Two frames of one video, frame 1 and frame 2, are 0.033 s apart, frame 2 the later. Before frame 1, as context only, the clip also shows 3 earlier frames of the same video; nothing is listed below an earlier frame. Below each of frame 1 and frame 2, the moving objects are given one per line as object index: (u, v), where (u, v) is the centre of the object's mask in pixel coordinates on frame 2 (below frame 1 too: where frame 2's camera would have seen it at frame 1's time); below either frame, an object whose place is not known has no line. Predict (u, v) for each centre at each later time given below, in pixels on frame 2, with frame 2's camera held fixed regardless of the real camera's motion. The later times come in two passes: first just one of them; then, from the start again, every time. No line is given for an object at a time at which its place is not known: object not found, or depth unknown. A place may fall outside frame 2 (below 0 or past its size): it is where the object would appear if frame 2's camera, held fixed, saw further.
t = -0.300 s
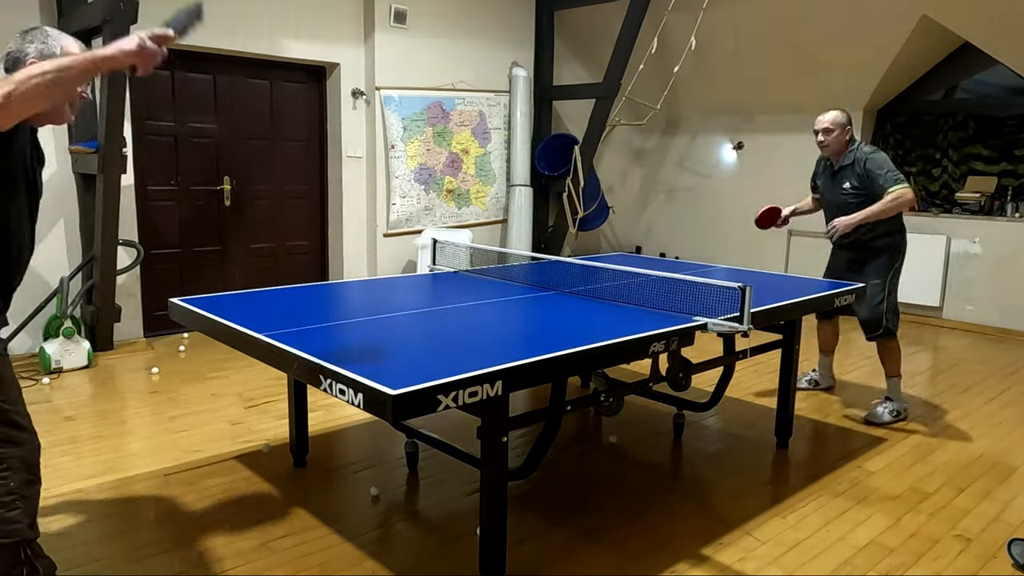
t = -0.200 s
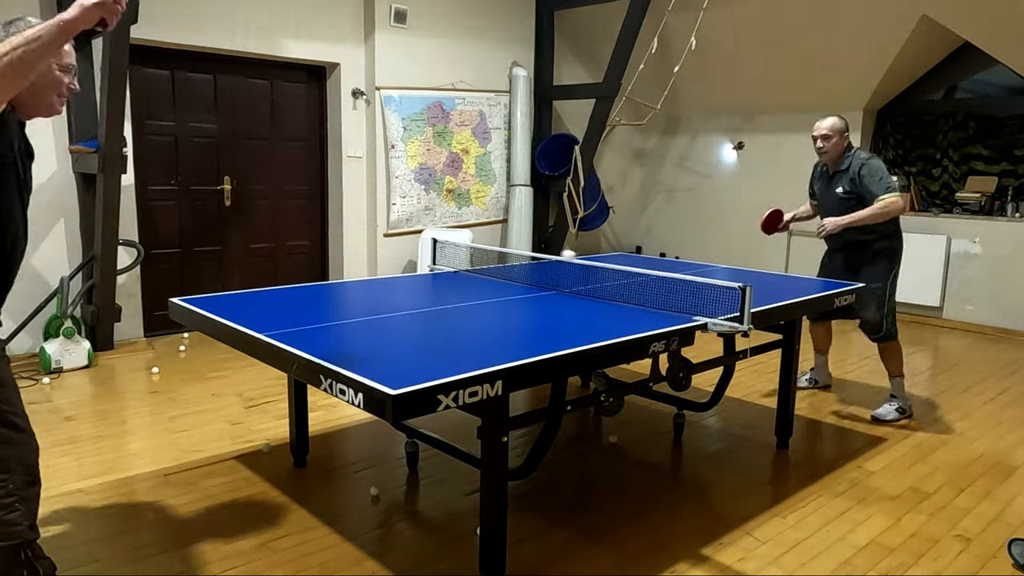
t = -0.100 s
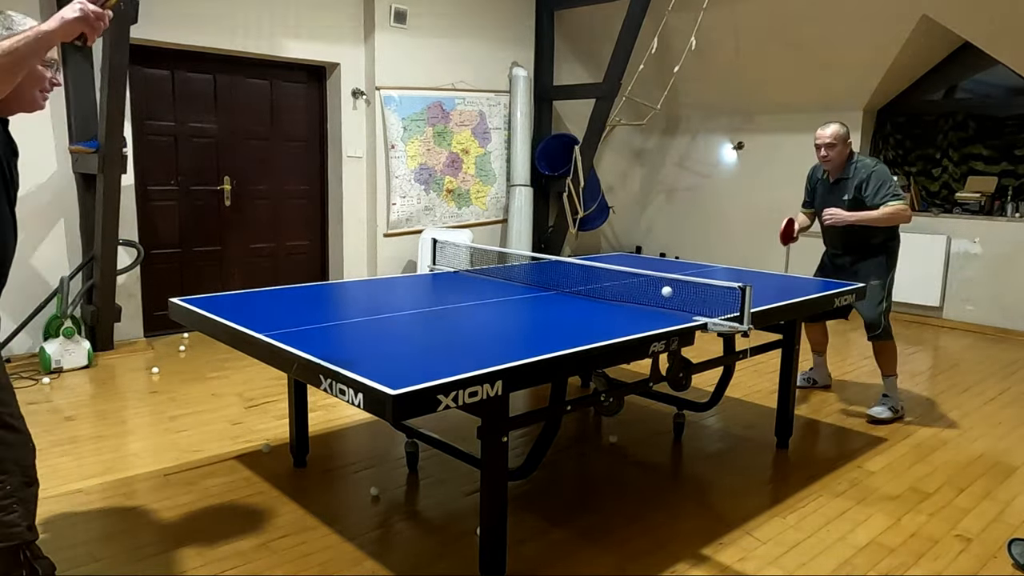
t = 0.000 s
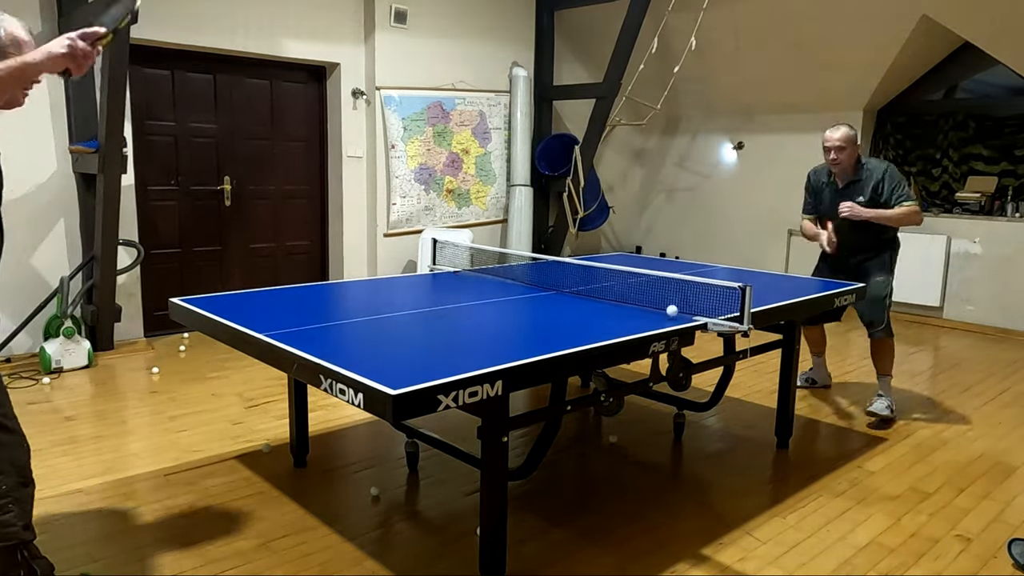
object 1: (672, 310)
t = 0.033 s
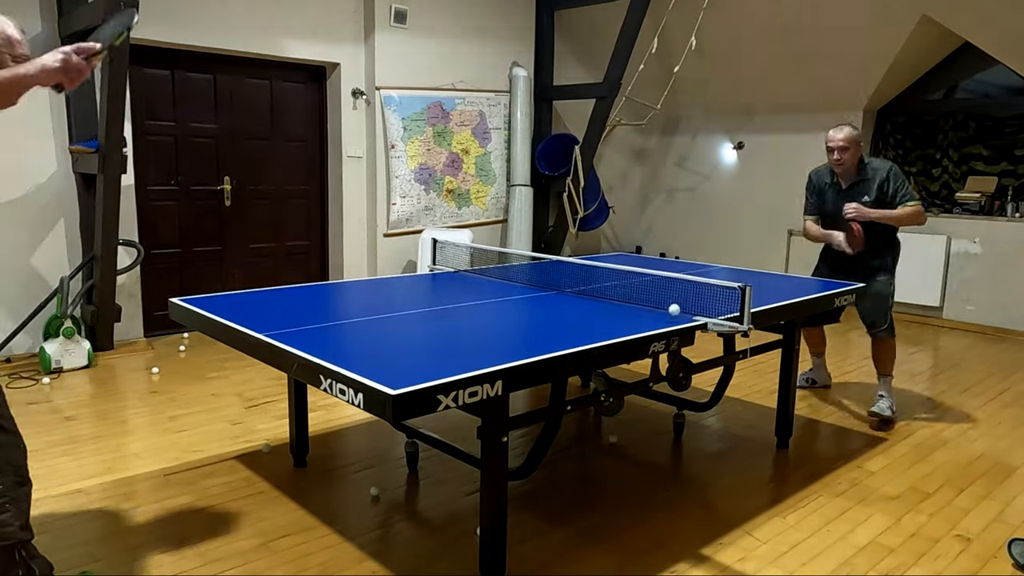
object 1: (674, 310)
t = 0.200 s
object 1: (684, 321)
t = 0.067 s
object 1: (676, 306)
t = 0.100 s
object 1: (678, 305)
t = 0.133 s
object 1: (680, 308)
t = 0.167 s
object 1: (682, 313)
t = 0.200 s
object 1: (684, 321)
